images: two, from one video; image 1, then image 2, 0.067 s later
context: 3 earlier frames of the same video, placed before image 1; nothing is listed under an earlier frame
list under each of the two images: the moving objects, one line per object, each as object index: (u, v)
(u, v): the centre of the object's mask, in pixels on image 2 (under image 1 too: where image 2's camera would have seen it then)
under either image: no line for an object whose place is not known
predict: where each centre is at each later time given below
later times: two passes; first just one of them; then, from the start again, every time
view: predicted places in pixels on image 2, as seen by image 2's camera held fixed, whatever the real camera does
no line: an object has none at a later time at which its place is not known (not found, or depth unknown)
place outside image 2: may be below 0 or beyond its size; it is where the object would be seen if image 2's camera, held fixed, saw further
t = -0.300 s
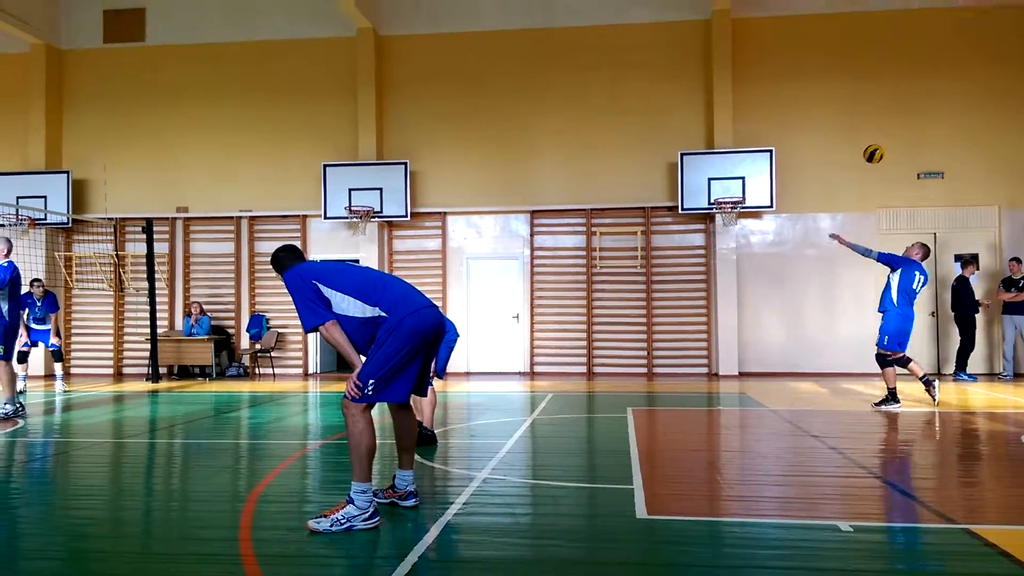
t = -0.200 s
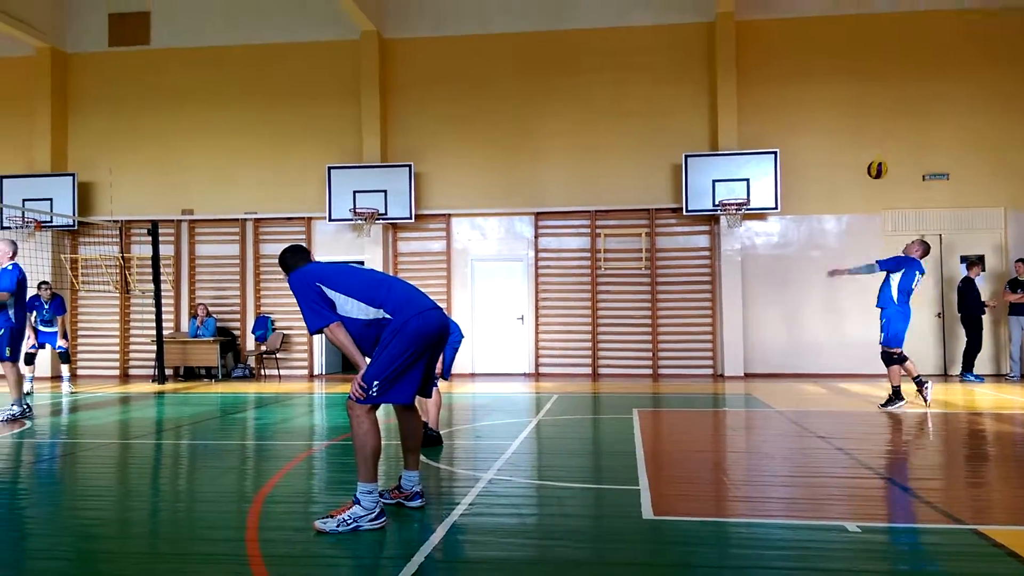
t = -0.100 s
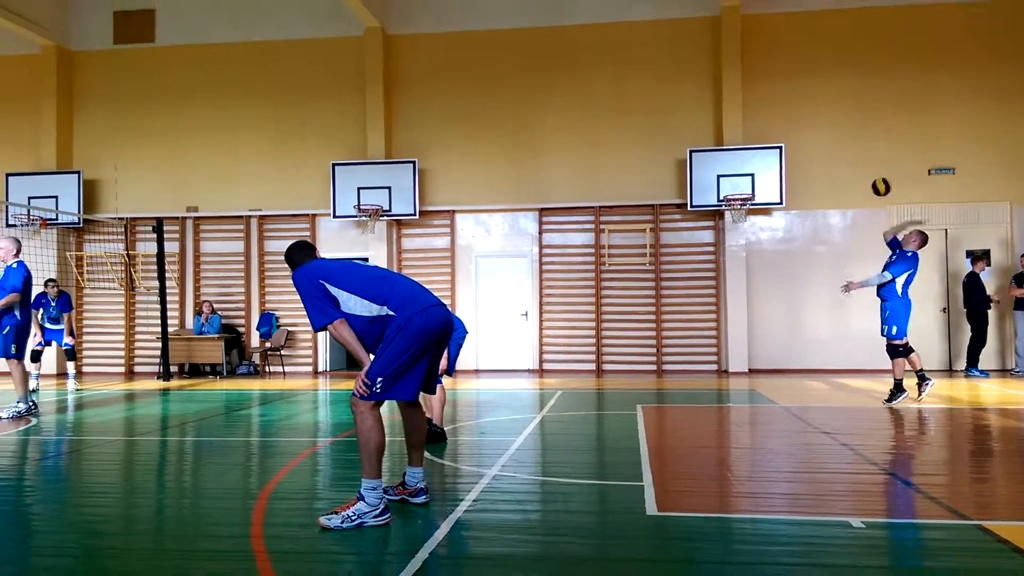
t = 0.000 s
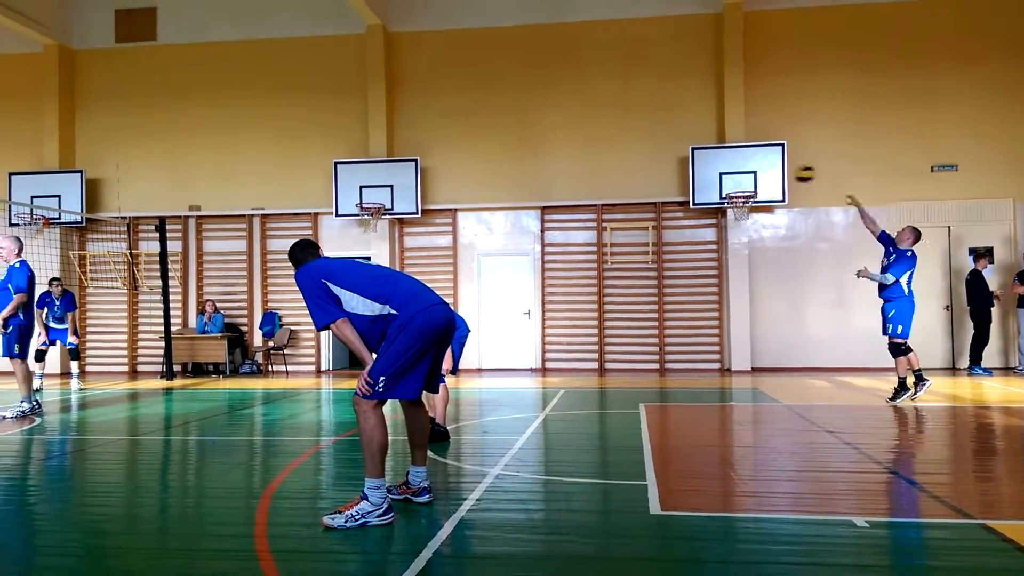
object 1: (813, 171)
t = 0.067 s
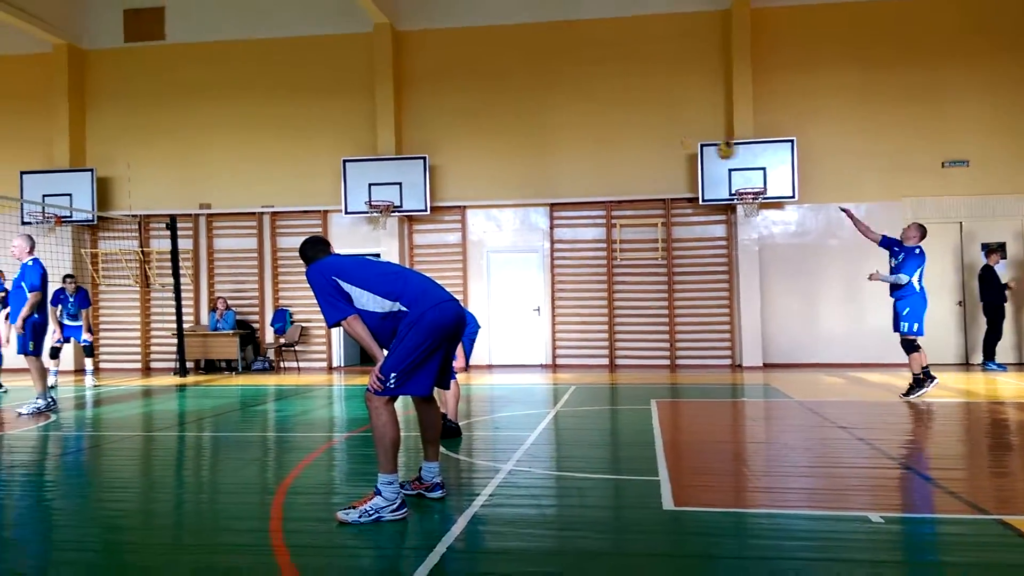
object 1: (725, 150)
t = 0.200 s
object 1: (555, 119)
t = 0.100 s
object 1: (681, 142)
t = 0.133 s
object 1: (639, 133)
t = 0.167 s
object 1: (597, 126)
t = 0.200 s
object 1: (555, 119)
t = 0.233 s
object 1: (511, 113)
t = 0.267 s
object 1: (469, 107)
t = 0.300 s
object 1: (426, 102)
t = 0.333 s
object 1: (384, 100)
